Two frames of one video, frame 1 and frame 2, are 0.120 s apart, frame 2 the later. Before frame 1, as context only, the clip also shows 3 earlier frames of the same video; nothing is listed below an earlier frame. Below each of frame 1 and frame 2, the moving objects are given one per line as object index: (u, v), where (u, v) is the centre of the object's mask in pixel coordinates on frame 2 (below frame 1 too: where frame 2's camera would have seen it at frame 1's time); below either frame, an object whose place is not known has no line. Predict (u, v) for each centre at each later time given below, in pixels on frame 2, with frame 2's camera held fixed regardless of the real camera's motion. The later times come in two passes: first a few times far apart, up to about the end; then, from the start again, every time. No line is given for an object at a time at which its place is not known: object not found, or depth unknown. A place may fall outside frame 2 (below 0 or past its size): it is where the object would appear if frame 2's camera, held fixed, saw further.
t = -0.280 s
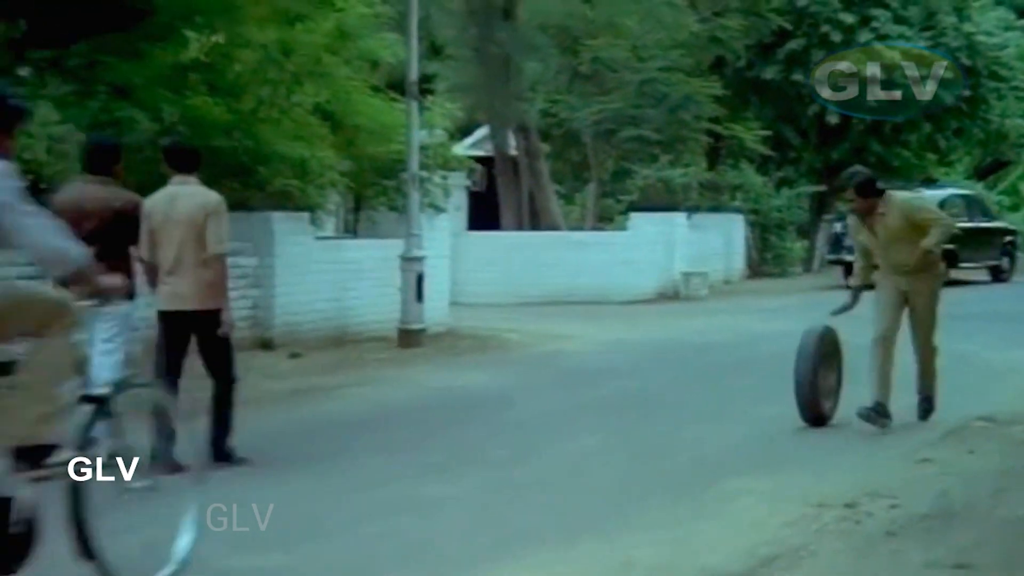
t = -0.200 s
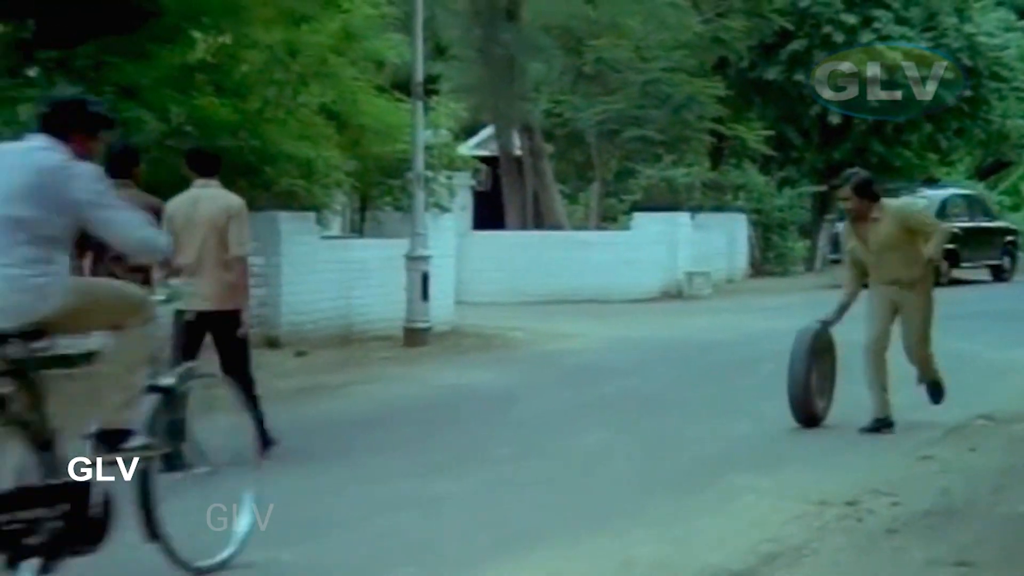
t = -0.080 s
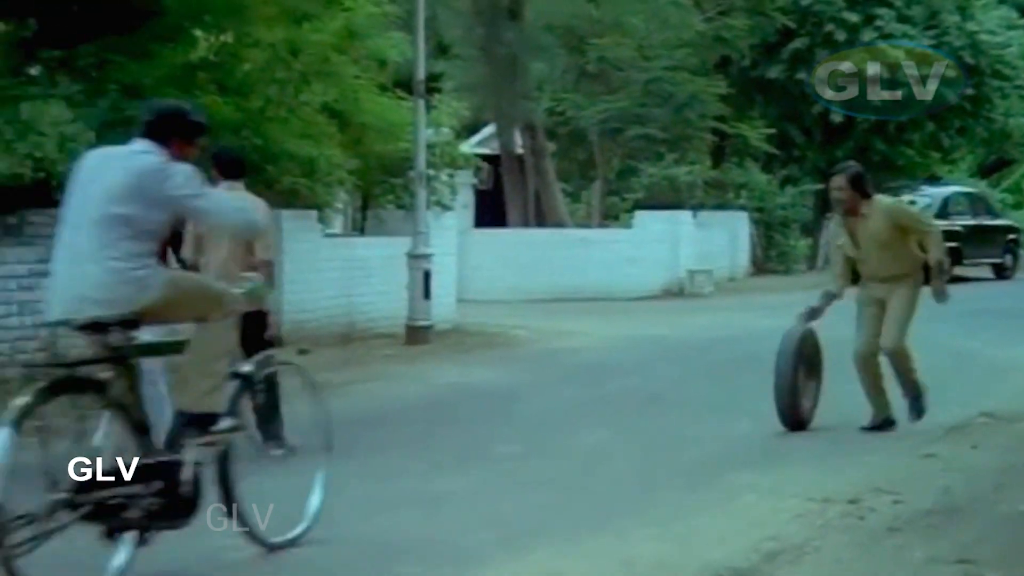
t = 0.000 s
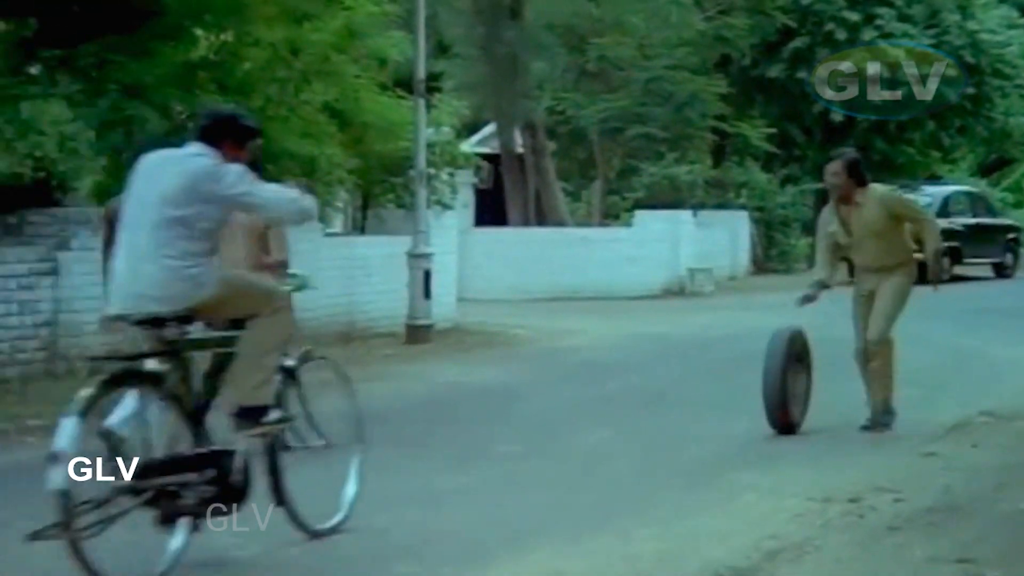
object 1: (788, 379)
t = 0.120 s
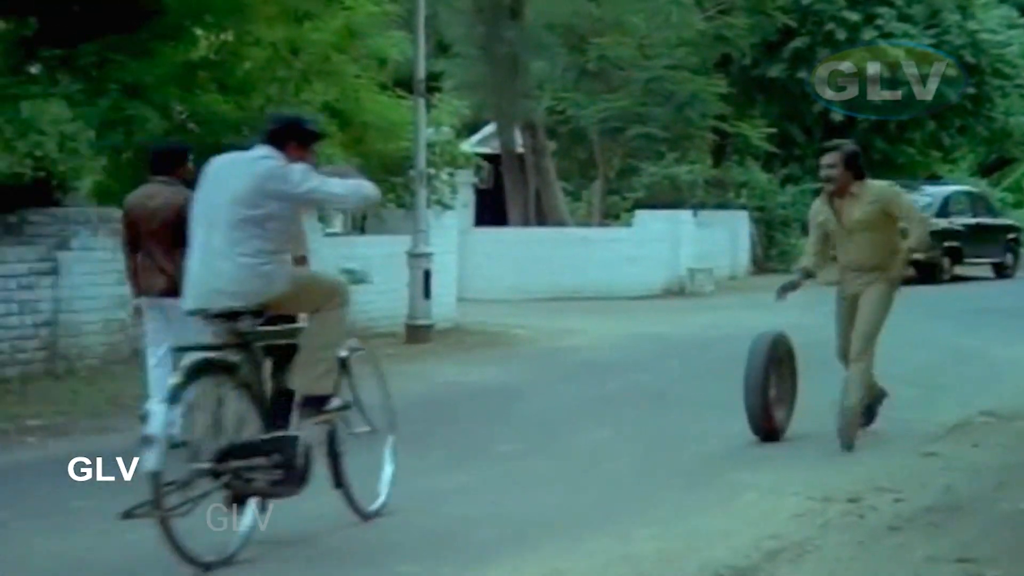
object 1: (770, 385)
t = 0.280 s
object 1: (748, 392)
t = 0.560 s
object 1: (705, 403)
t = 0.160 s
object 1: (765, 387)
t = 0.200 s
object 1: (759, 388)
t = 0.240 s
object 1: (754, 390)
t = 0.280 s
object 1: (748, 392)
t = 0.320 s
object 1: (742, 394)
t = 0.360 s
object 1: (736, 395)
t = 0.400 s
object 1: (729, 398)
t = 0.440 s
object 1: (723, 399)
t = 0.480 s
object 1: (717, 401)
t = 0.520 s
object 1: (712, 402)
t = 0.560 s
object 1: (705, 403)
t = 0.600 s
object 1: (696, 408)
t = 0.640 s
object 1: (689, 409)
